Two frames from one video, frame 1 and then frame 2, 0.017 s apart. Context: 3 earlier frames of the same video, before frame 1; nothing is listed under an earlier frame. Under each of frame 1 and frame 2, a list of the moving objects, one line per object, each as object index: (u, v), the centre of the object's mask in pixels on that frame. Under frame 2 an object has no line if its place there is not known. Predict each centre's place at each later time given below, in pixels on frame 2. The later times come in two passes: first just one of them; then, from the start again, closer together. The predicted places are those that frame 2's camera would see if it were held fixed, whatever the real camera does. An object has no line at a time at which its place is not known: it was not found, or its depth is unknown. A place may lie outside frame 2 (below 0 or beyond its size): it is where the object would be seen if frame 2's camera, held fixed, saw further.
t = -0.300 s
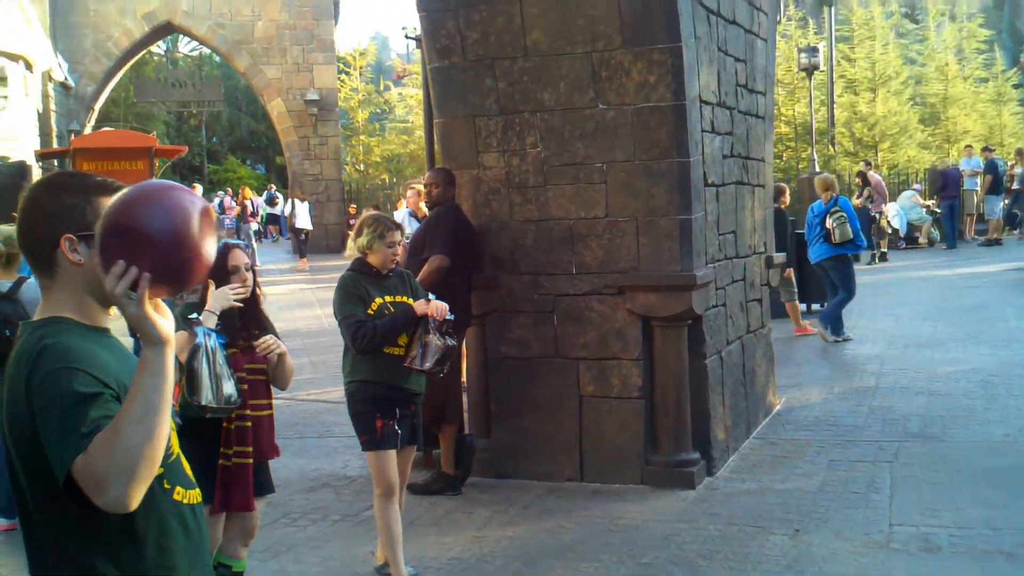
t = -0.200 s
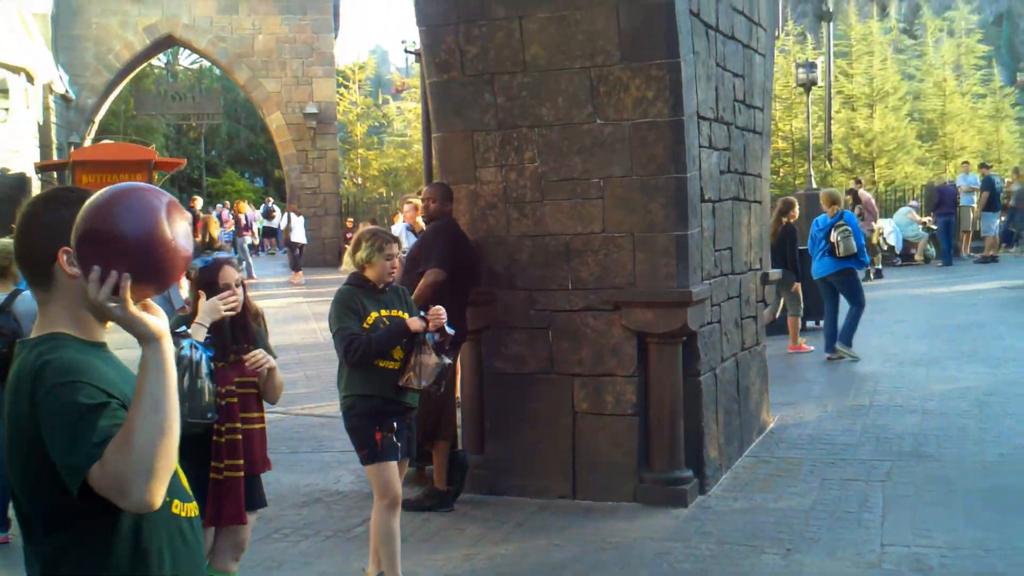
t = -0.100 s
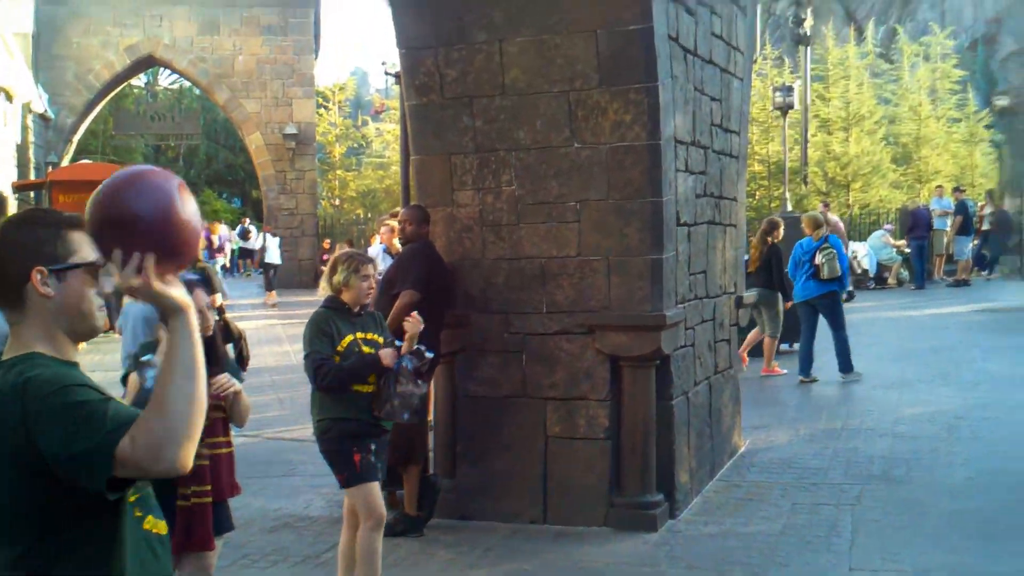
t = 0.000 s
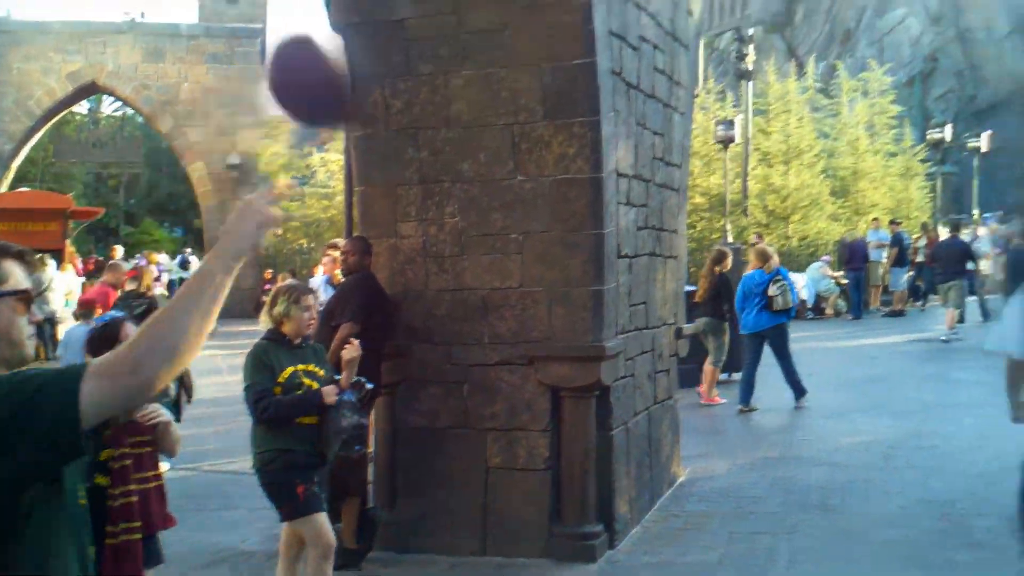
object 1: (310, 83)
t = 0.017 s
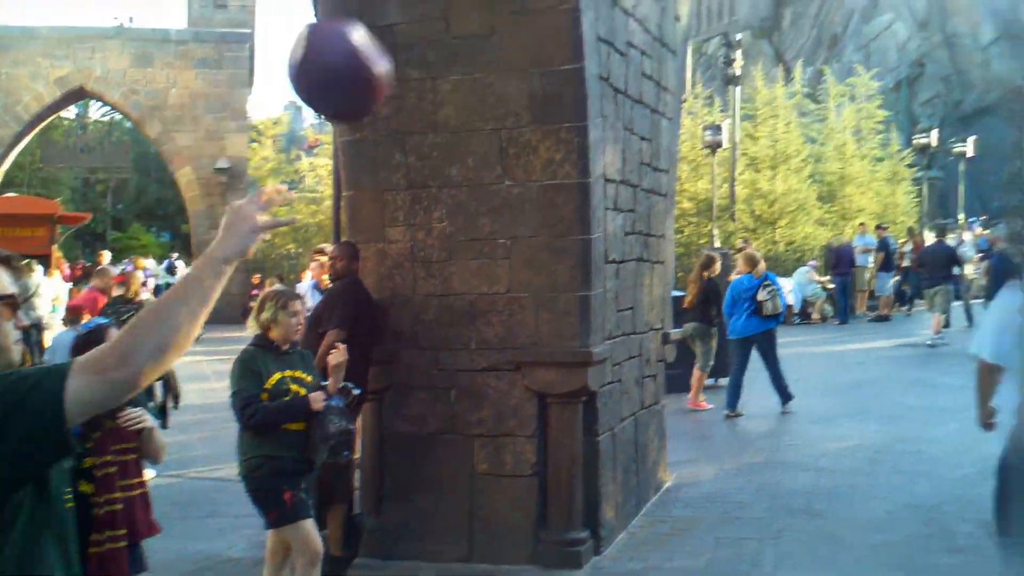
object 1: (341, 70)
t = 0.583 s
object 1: (1369, 68)
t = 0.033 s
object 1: (388, 42)
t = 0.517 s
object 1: (1286, 8)
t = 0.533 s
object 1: (1307, 25)
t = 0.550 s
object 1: (1329, 39)
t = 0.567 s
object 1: (1351, 53)
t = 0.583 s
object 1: (1369, 68)
